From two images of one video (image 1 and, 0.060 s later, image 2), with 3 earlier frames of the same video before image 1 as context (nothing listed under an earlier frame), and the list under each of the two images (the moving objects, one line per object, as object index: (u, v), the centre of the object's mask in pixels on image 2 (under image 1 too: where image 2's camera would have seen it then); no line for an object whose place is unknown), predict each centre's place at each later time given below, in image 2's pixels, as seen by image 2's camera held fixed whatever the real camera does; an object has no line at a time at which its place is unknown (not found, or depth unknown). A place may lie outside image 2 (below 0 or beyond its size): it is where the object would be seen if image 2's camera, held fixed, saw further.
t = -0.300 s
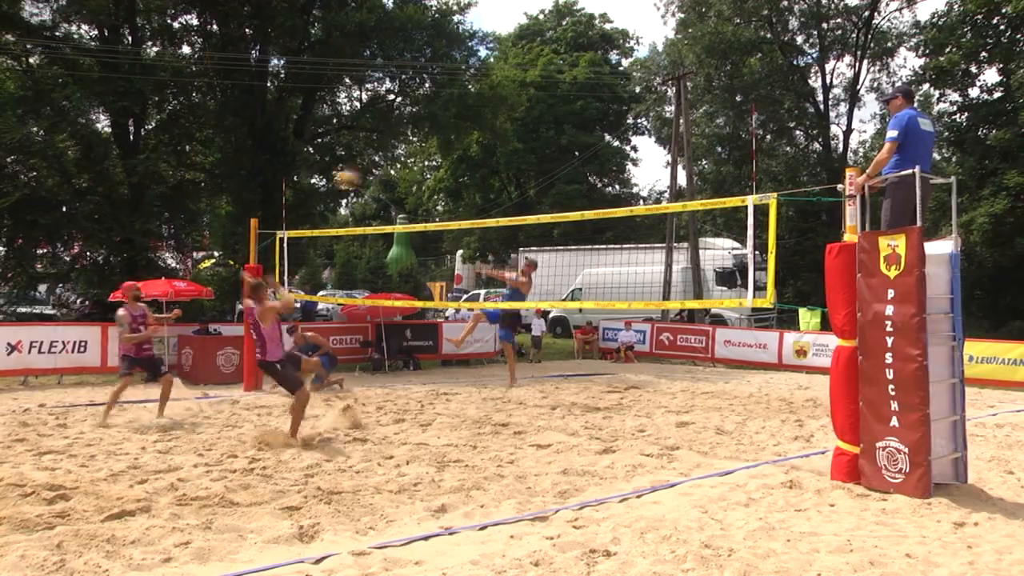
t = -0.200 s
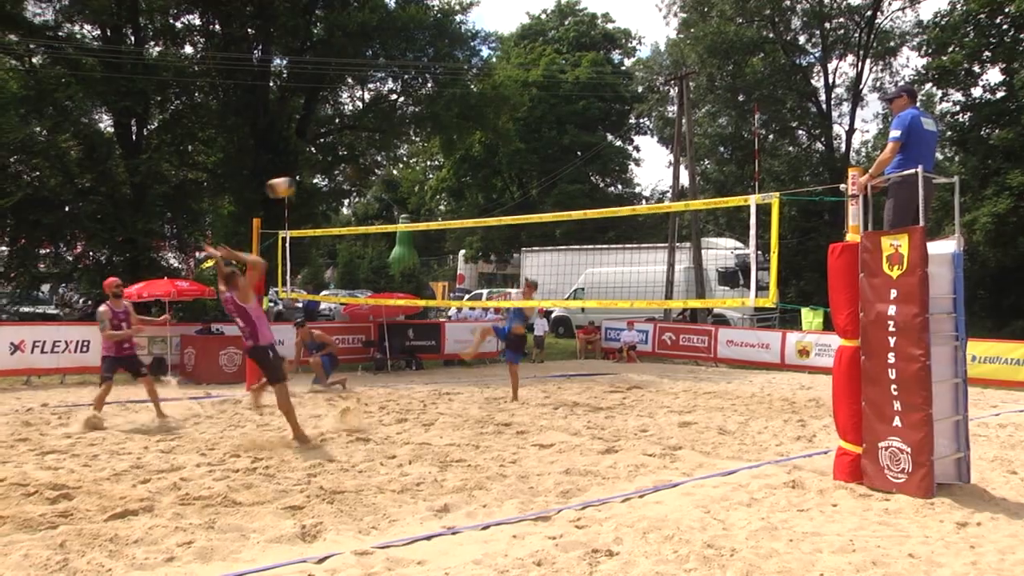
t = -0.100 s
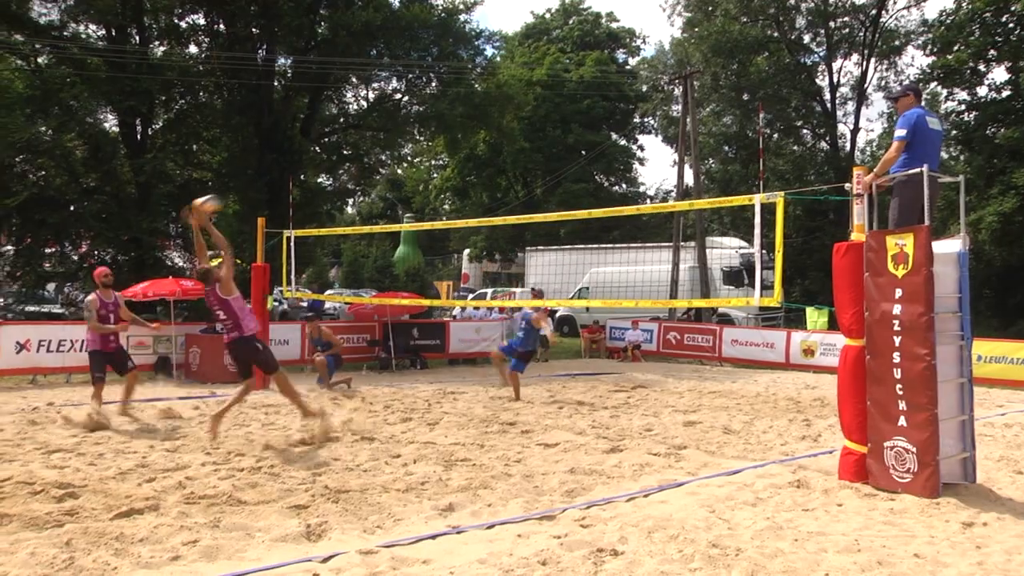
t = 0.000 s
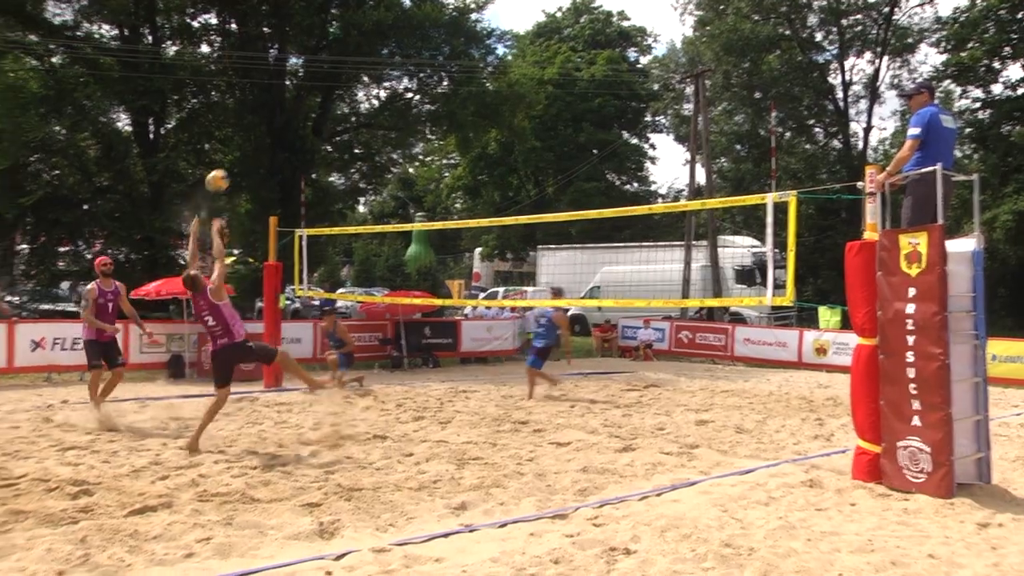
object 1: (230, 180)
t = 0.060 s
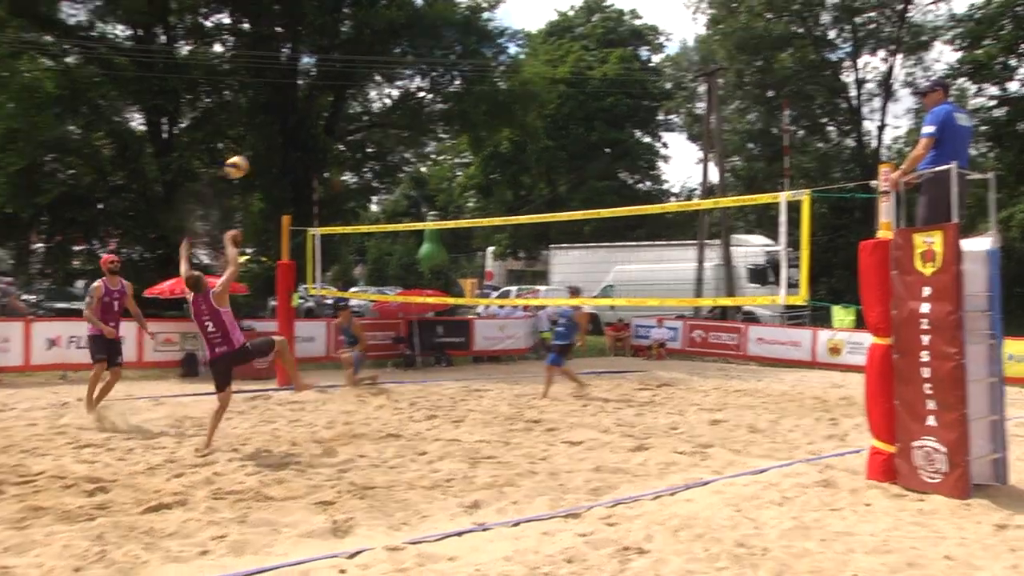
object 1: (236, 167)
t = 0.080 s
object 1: (238, 164)
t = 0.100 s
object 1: (241, 161)
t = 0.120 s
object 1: (244, 157)
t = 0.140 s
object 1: (246, 155)
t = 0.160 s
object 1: (248, 153)
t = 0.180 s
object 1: (251, 152)
